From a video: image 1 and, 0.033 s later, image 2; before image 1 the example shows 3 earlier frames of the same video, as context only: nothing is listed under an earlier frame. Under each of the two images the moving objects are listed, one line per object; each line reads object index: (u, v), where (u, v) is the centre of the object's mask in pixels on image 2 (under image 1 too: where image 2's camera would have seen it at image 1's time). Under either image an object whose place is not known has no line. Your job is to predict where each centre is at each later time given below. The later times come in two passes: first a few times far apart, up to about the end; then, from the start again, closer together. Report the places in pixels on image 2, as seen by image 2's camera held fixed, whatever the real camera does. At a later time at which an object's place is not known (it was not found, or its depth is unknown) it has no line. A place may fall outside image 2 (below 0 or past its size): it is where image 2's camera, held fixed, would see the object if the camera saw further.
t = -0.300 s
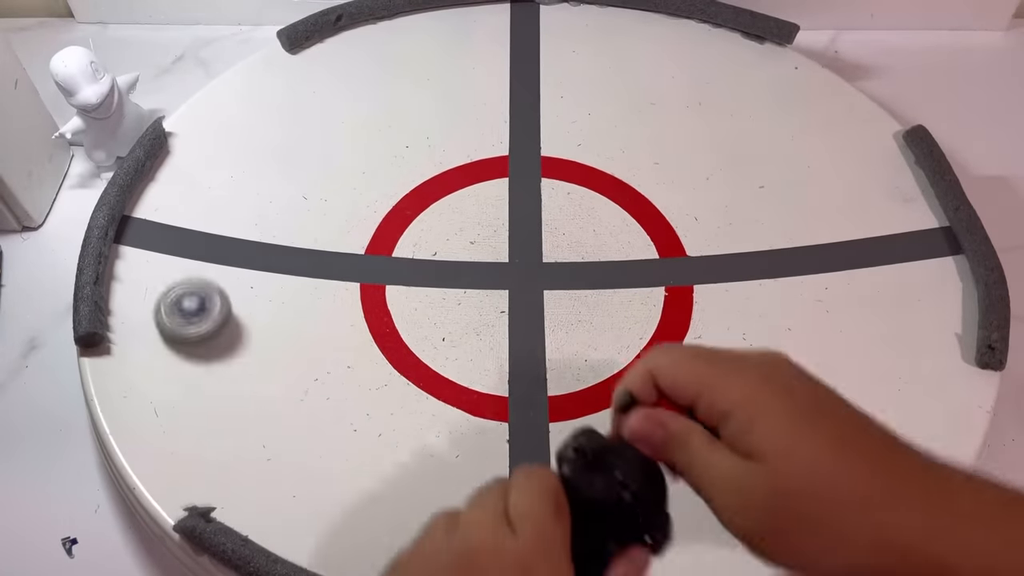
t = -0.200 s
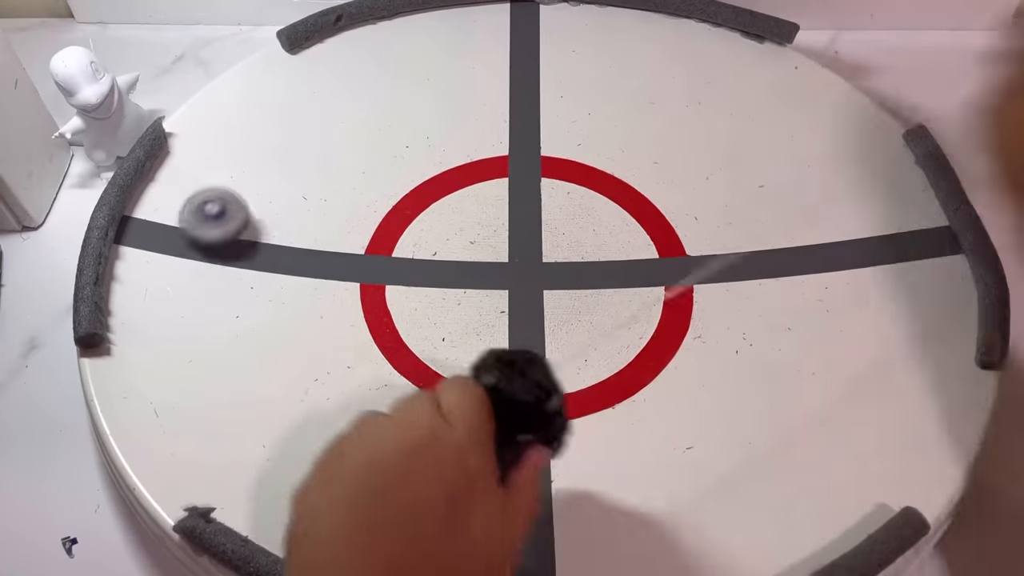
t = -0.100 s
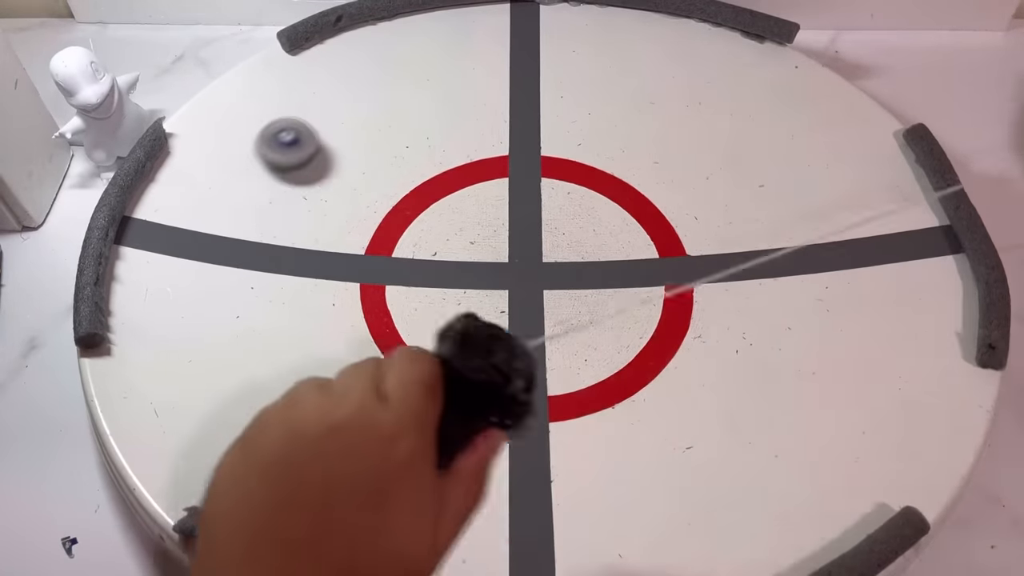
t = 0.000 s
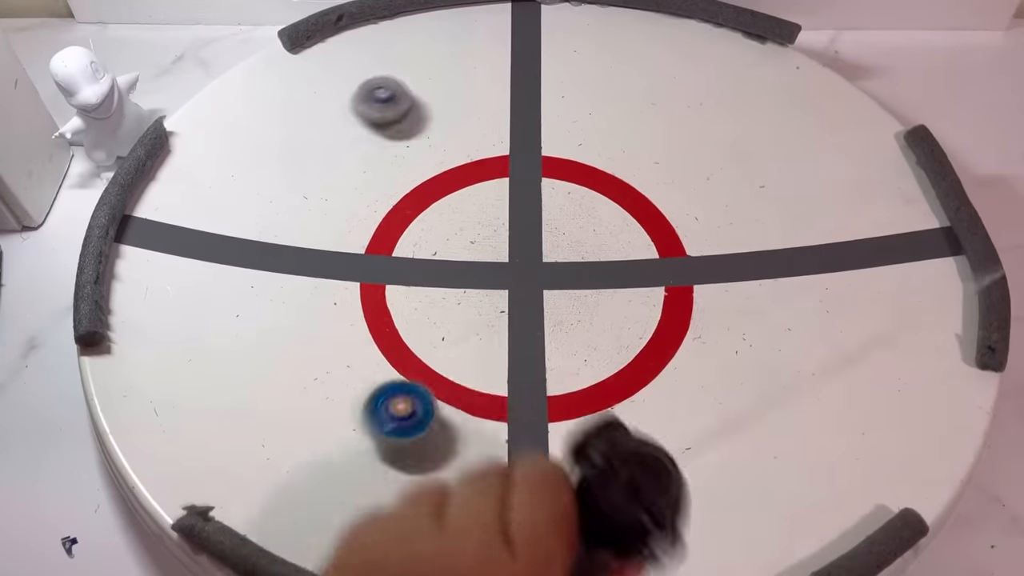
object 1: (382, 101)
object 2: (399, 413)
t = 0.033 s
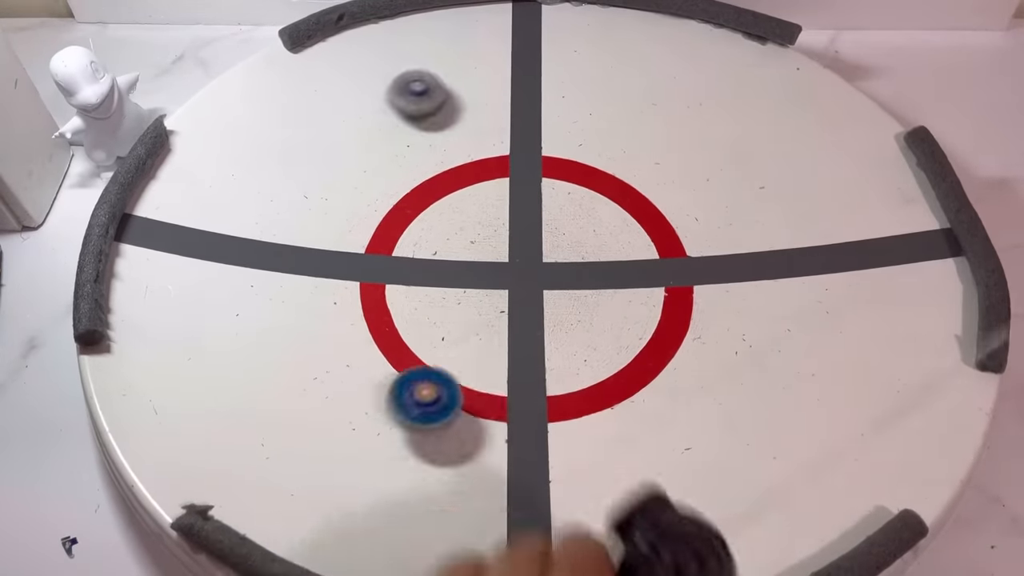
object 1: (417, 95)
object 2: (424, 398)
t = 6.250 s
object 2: (243, 118)
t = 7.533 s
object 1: (680, 210)
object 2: (576, 136)
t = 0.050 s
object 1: (434, 91)
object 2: (437, 394)
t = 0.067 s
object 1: (452, 90)
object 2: (451, 391)
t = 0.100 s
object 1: (487, 88)
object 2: (478, 372)
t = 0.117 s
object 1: (506, 89)
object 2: (494, 365)
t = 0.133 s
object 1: (524, 91)
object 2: (508, 353)
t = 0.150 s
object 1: (540, 93)
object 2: (521, 341)
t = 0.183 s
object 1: (576, 98)
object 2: (535, 313)
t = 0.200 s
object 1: (593, 102)
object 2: (540, 300)
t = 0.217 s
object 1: (610, 108)
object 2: (541, 285)
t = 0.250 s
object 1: (641, 118)
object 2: (543, 259)
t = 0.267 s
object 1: (656, 124)
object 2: (541, 245)
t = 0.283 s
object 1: (672, 133)
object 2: (538, 232)
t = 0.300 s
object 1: (688, 140)
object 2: (532, 217)
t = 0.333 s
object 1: (718, 158)
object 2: (517, 193)
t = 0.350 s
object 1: (732, 168)
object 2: (507, 179)
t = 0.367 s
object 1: (745, 179)
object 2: (496, 168)
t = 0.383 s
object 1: (759, 190)
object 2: (486, 158)
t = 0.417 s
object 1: (784, 214)
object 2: (461, 139)
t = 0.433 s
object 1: (796, 227)
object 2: (447, 132)
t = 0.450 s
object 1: (805, 240)
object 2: (433, 126)
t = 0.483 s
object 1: (821, 267)
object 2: (402, 115)
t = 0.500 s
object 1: (828, 282)
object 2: (386, 112)
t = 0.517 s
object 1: (833, 298)
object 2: (370, 110)
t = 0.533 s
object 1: (837, 313)
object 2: (355, 109)
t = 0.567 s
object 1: (841, 345)
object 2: (322, 110)
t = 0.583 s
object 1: (841, 361)
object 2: (305, 113)
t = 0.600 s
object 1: (840, 377)
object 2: (290, 118)
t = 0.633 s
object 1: (831, 407)
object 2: (262, 132)
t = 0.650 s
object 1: (825, 423)
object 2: (249, 141)
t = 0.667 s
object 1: (817, 438)
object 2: (237, 149)
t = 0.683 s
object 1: (809, 453)
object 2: (226, 160)
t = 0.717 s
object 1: (785, 481)
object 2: (209, 186)
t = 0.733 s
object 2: (204, 198)
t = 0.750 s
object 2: (202, 214)
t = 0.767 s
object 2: (203, 228)
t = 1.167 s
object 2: (614, 275)
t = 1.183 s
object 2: (623, 263)
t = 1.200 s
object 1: (273, 352)
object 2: (632, 251)
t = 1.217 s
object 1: (271, 335)
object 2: (640, 236)
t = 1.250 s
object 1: (271, 302)
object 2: (649, 207)
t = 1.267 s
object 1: (274, 287)
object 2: (650, 192)
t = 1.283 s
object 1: (279, 272)
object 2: (649, 178)
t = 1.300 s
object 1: (284, 256)
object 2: (650, 163)
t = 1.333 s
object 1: (300, 228)
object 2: (645, 135)
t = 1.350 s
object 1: (310, 214)
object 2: (642, 122)
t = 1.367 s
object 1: (320, 203)
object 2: (637, 109)
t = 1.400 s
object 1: (342, 180)
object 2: (625, 85)
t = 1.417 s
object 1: (354, 170)
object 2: (618, 74)
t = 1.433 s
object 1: (368, 160)
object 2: (609, 63)
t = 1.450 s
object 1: (382, 151)
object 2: (600, 54)
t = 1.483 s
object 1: (411, 136)
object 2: (578, 38)
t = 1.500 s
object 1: (427, 130)
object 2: (566, 31)
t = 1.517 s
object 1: (443, 124)
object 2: (552, 23)
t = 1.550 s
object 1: (474, 114)
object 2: (525, 17)
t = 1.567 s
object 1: (490, 109)
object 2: (510, 17)
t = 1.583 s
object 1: (506, 106)
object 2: (492, 18)
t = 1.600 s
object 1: (523, 102)
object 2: (470, 19)
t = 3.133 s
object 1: (524, 79)
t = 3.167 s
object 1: (551, 72)
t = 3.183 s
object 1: (566, 69)
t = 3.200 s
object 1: (580, 67)
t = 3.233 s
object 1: (609, 64)
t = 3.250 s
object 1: (624, 64)
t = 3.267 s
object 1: (639, 65)
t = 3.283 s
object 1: (655, 66)
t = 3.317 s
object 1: (683, 71)
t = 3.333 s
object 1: (698, 74)
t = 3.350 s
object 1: (711, 78)
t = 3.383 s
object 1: (740, 86)
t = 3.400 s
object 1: (753, 92)
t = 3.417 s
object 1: (766, 98)
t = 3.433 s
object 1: (779, 105)
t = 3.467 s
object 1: (803, 122)
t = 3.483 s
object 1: (814, 131)
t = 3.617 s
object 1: (866, 229)
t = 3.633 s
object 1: (867, 242)
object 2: (831, 292)
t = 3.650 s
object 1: (877, 241)
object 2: (815, 299)
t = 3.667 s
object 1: (891, 233)
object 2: (795, 310)
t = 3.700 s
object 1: (918, 222)
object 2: (756, 328)
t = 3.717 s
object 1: (918, 230)
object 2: (738, 336)
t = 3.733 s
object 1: (917, 241)
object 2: (721, 343)
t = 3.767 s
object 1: (909, 265)
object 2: (693, 357)
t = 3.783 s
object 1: (903, 275)
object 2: (680, 363)
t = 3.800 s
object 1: (895, 287)
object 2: (668, 371)
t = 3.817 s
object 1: (888, 297)
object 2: (658, 379)
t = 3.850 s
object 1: (870, 317)
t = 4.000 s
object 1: (748, 385)
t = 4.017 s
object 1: (731, 389)
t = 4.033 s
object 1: (713, 393)
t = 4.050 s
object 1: (695, 396)
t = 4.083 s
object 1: (657, 399)
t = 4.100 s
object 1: (639, 400)
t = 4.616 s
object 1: (348, 175)
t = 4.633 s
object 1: (350, 166)
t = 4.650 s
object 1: (351, 157)
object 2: (541, 313)
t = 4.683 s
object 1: (358, 139)
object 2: (512, 305)
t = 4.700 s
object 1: (363, 130)
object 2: (499, 301)
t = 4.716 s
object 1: (370, 122)
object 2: (484, 299)
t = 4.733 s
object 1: (375, 114)
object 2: (469, 294)
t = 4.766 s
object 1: (390, 99)
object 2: (441, 290)
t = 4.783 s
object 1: (399, 93)
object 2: (427, 288)
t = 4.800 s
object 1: (408, 87)
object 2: (413, 287)
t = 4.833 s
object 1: (428, 77)
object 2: (388, 287)
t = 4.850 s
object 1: (438, 73)
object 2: (376, 288)
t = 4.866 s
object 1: (450, 71)
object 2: (364, 289)
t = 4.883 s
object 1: (460, 68)
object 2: (352, 291)
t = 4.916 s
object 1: (483, 67)
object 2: (325, 293)
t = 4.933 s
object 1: (494, 68)
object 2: (312, 296)
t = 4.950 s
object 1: (505, 69)
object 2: (301, 300)
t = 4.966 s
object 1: (516, 71)
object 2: (291, 305)
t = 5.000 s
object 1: (539, 77)
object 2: (274, 318)
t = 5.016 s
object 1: (549, 80)
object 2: (267, 325)
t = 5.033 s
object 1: (561, 84)
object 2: (262, 332)
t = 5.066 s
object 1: (581, 95)
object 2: (254, 347)
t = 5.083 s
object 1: (591, 101)
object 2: (252, 355)
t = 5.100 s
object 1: (600, 107)
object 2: (252, 364)
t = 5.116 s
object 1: (609, 114)
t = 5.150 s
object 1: (626, 129)
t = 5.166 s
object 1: (634, 138)
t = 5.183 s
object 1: (641, 147)
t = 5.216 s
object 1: (652, 166)
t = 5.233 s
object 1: (656, 176)
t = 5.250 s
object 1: (660, 186)
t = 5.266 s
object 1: (663, 197)
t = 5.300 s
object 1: (667, 218)
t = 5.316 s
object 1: (665, 228)
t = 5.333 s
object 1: (664, 238)
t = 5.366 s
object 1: (659, 258)
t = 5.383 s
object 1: (656, 267)
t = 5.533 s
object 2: (480, 258)
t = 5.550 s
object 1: (581, 357)
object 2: (478, 247)
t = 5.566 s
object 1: (572, 364)
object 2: (475, 236)
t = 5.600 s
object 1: (547, 374)
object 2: (467, 215)
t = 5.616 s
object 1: (536, 379)
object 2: (461, 206)
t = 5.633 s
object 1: (522, 384)
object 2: (456, 197)
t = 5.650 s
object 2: (450, 189)
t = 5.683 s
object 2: (440, 176)
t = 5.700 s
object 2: (434, 170)
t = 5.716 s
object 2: (426, 163)
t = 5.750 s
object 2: (409, 151)
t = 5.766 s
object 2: (401, 146)
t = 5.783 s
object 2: (393, 142)
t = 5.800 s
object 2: (384, 137)
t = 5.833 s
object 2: (365, 131)
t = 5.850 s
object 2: (355, 129)
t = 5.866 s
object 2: (345, 128)
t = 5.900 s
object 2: (325, 129)
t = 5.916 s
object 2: (315, 132)
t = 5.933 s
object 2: (307, 136)
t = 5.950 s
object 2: (298, 140)
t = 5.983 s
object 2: (287, 152)
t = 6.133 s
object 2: (263, 154)
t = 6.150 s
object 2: (259, 144)
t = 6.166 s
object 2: (255, 137)
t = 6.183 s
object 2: (252, 131)
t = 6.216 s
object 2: (247, 122)
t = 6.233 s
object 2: (245, 119)
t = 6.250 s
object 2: (243, 118)
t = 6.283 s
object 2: (240, 117)
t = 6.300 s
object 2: (239, 118)
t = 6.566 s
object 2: (334, 170)
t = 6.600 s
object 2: (359, 171)
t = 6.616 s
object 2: (371, 171)
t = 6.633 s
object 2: (384, 171)
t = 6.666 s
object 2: (408, 167)
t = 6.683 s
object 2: (420, 165)
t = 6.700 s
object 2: (431, 162)
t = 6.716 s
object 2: (442, 158)
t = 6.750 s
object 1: (613, 418)
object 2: (462, 146)
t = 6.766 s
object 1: (606, 421)
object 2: (472, 139)
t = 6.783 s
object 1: (599, 424)
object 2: (483, 132)
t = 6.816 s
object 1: (583, 425)
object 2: (502, 119)
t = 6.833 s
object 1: (575, 425)
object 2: (510, 112)
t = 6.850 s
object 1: (566, 423)
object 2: (518, 105)
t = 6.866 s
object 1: (558, 421)
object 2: (525, 99)
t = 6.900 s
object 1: (542, 414)
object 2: (537, 86)
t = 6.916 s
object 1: (534, 411)
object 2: (541, 80)
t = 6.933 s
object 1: (527, 406)
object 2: (545, 74)
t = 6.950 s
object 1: (520, 401)
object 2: (548, 67)
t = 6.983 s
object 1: (507, 386)
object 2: (554, 55)
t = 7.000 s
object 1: (504, 377)
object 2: (557, 49)
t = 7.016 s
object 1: (500, 369)
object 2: (558, 43)
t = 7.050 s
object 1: (497, 352)
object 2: (561, 33)
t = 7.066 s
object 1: (496, 343)
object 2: (563, 28)
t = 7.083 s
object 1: (497, 335)
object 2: (564, 25)
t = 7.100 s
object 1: (498, 326)
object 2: (565, 22)
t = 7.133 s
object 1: (500, 310)
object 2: (567, 19)
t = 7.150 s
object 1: (503, 302)
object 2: (567, 18)
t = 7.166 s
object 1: (506, 293)
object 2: (567, 17)
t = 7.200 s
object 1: (515, 279)
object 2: (562, 17)
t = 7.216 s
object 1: (521, 271)
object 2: (559, 18)
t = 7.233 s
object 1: (528, 264)
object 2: (555, 19)
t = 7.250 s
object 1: (535, 257)
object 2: (553, 22)
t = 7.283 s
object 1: (550, 245)
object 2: (548, 31)
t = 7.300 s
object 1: (558, 240)
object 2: (546, 37)
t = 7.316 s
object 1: (565, 235)
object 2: (546, 43)
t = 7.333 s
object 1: (573, 231)
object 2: (545, 50)
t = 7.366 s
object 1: (590, 224)
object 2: (546, 62)
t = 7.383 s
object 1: (599, 221)
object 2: (546, 67)
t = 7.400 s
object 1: (608, 218)
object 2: (547, 73)
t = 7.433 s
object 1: (626, 214)
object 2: (550, 86)
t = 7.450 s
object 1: (635, 212)
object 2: (554, 93)
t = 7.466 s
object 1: (645, 211)
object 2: (557, 101)
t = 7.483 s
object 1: (654, 210)
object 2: (561, 110)
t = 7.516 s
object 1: (672, 209)
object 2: (570, 127)
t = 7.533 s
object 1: (680, 210)
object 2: (576, 136)
